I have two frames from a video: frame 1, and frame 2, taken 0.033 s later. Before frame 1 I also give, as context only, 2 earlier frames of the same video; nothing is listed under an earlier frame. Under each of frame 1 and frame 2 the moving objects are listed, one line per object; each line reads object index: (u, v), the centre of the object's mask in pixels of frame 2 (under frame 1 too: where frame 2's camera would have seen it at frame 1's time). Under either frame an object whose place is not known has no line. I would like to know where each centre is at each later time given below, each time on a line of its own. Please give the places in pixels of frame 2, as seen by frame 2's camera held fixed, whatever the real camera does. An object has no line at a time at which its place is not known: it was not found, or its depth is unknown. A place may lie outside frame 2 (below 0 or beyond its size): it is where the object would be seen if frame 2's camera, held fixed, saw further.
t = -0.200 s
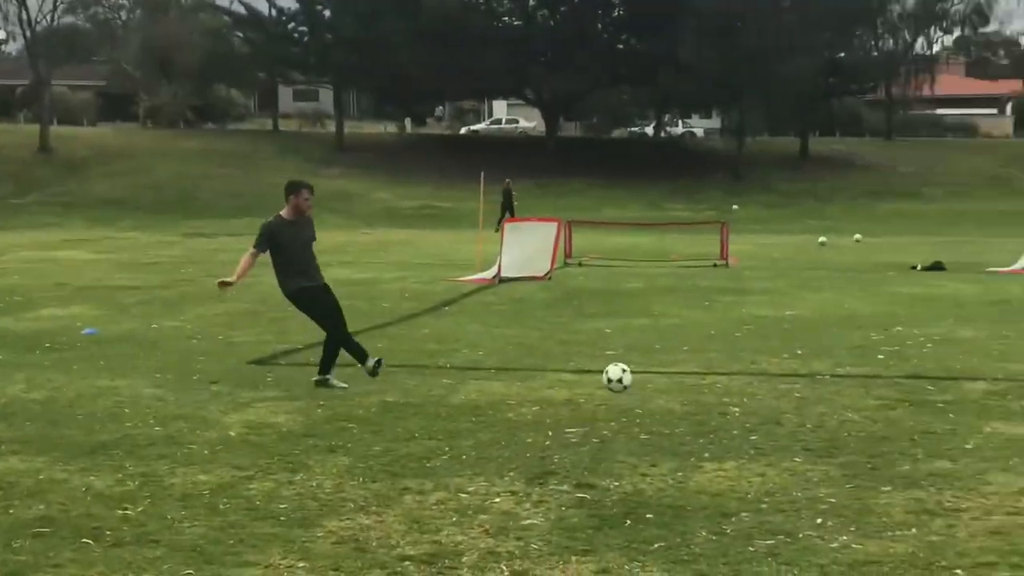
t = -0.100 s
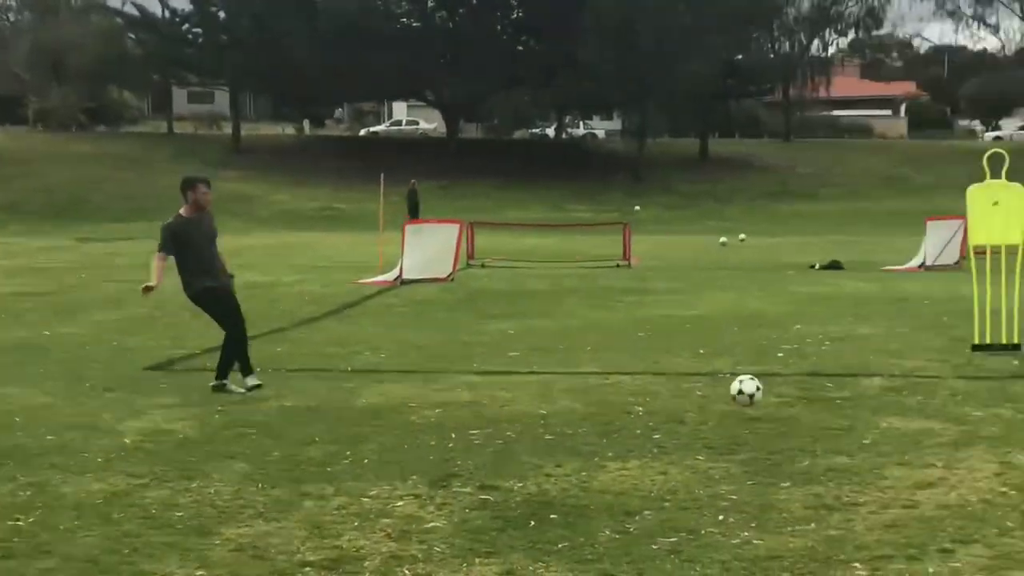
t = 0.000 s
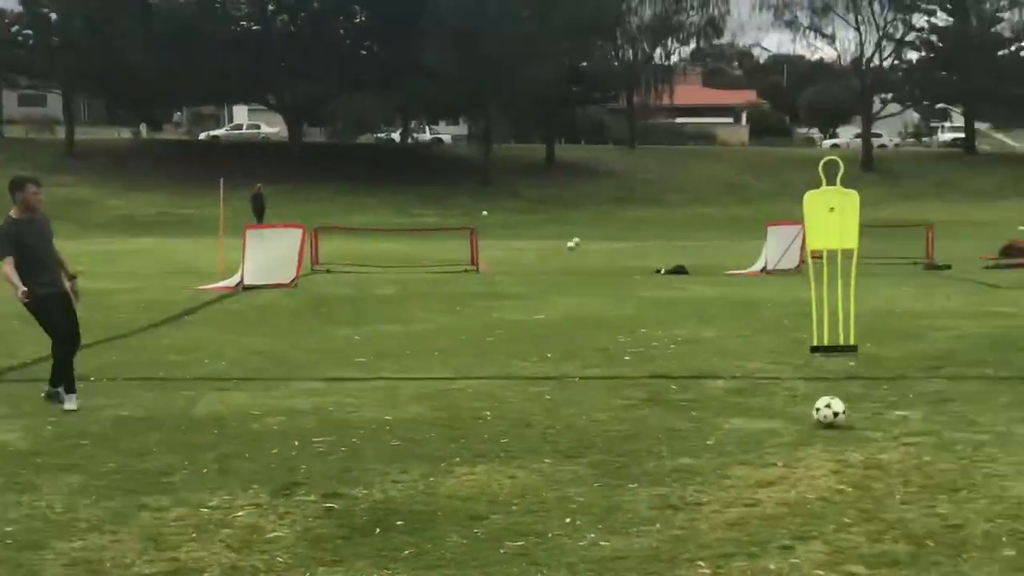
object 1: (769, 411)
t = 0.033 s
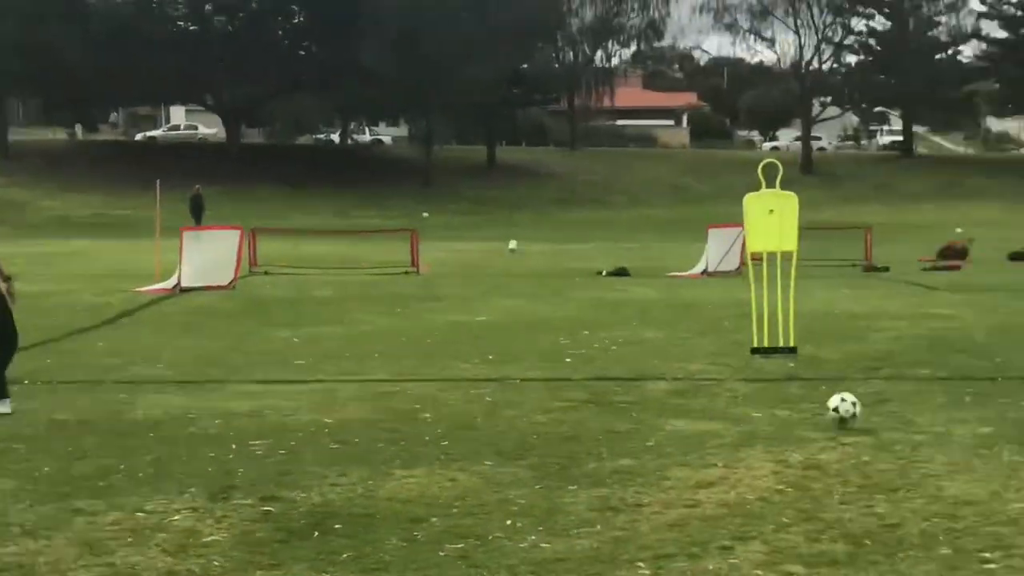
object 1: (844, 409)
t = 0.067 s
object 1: (918, 406)
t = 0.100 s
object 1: (995, 404)
